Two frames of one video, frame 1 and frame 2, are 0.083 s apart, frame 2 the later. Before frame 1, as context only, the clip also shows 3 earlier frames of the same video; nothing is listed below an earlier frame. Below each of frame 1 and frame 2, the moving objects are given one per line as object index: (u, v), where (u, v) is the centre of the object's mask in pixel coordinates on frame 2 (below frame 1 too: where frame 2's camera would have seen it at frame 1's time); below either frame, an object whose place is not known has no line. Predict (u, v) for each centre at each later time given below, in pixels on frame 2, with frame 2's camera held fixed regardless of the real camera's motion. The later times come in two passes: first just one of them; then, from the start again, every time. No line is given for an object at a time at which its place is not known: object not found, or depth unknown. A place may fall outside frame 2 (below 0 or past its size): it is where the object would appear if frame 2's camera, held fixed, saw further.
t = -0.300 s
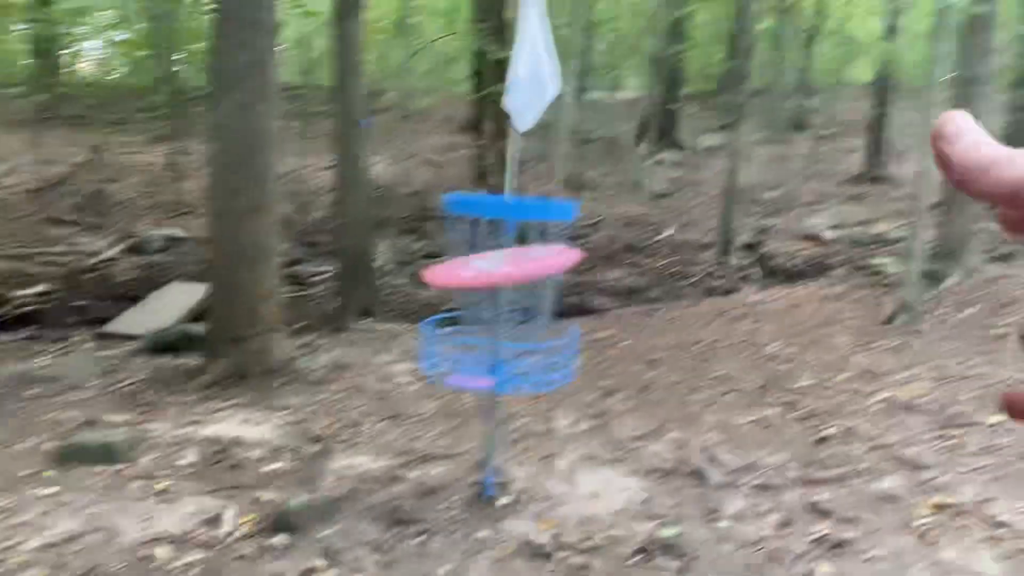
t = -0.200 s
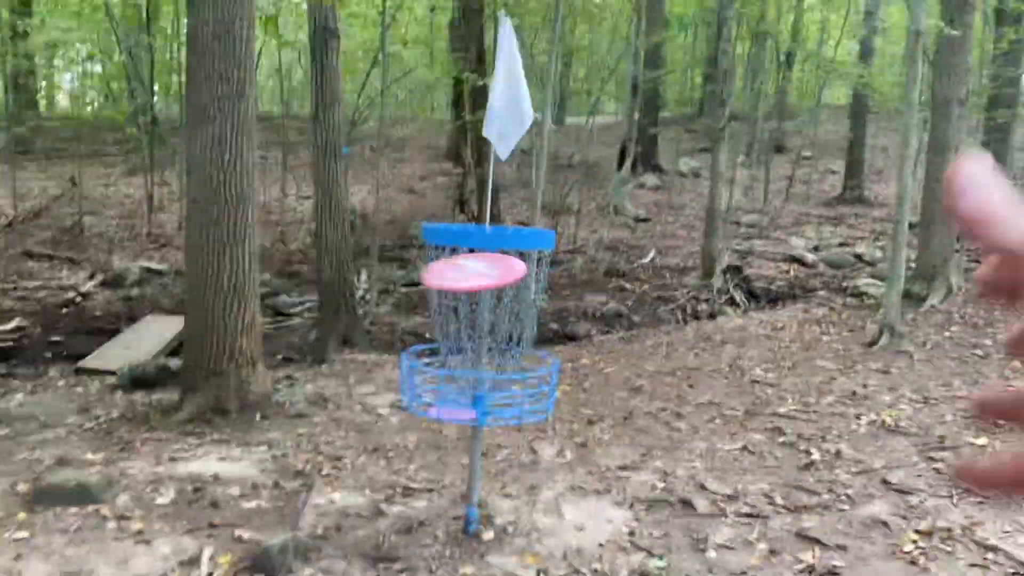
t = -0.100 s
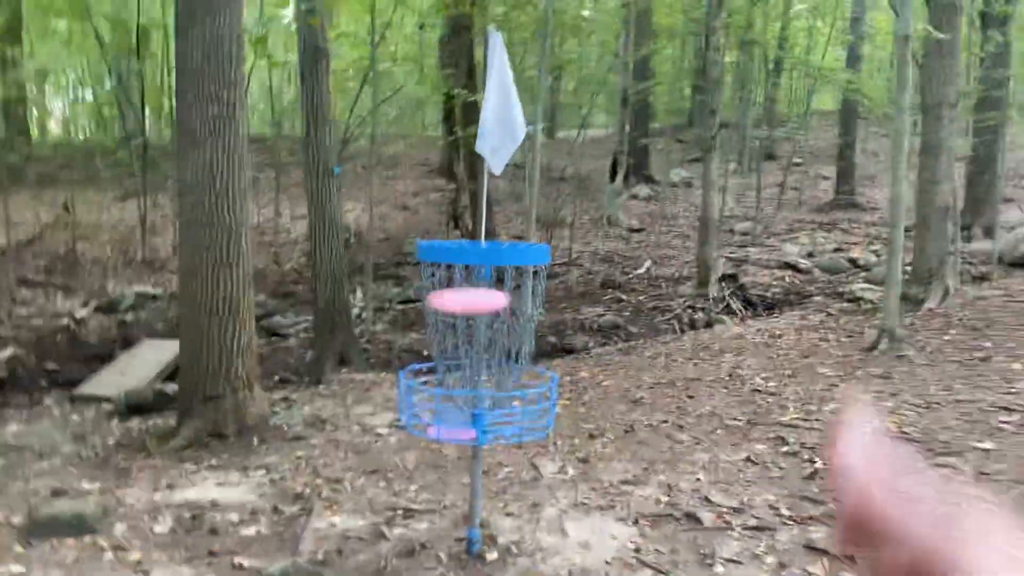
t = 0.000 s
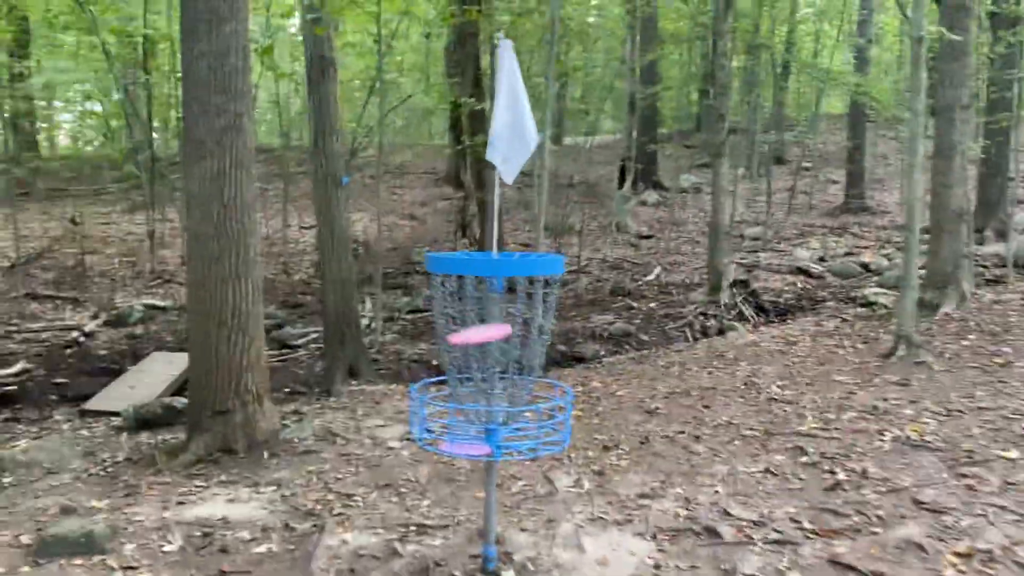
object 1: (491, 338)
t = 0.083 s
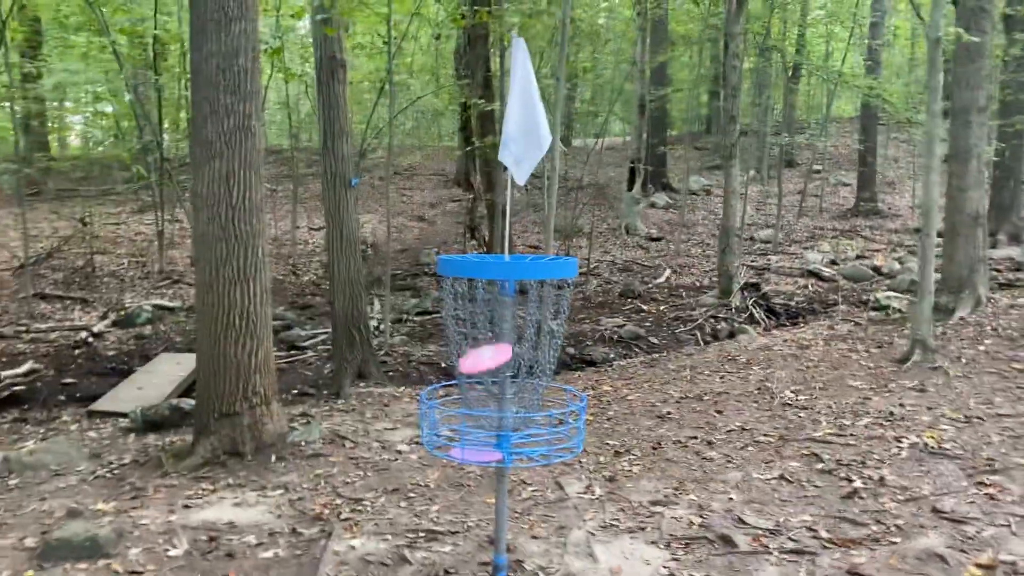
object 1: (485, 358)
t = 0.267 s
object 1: (465, 380)
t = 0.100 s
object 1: (483, 362)
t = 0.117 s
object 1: (480, 364)
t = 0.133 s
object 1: (478, 366)
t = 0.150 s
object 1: (474, 369)
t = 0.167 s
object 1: (467, 371)
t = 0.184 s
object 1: (462, 380)
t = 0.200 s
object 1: (462, 380)
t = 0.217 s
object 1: (463, 379)
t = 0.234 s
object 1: (464, 379)
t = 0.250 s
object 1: (465, 380)
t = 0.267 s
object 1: (465, 380)
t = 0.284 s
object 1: (465, 380)
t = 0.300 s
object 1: (464, 381)
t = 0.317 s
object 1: (464, 382)
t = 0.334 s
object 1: (464, 383)
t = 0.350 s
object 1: (464, 385)
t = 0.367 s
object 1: (463, 387)
